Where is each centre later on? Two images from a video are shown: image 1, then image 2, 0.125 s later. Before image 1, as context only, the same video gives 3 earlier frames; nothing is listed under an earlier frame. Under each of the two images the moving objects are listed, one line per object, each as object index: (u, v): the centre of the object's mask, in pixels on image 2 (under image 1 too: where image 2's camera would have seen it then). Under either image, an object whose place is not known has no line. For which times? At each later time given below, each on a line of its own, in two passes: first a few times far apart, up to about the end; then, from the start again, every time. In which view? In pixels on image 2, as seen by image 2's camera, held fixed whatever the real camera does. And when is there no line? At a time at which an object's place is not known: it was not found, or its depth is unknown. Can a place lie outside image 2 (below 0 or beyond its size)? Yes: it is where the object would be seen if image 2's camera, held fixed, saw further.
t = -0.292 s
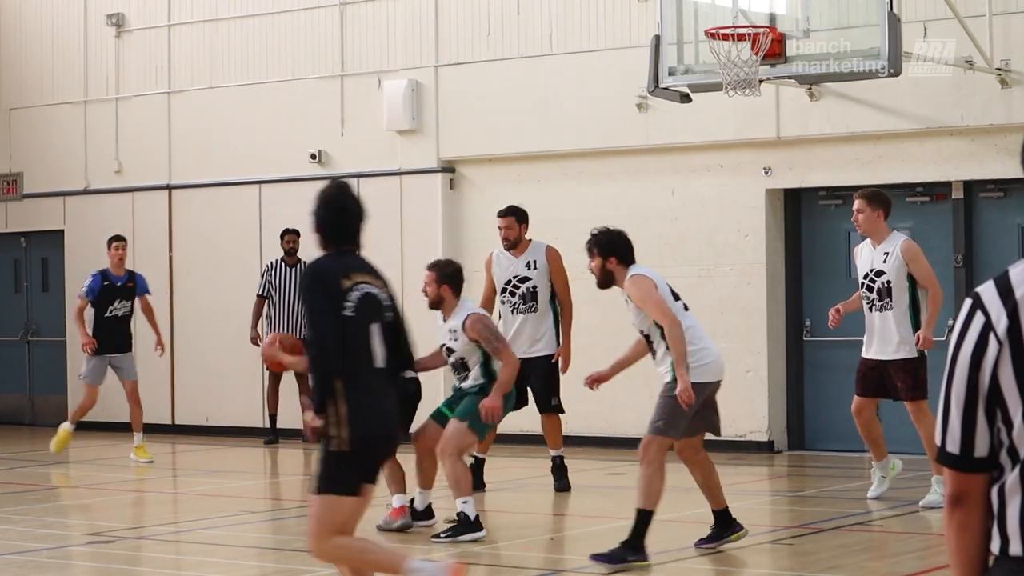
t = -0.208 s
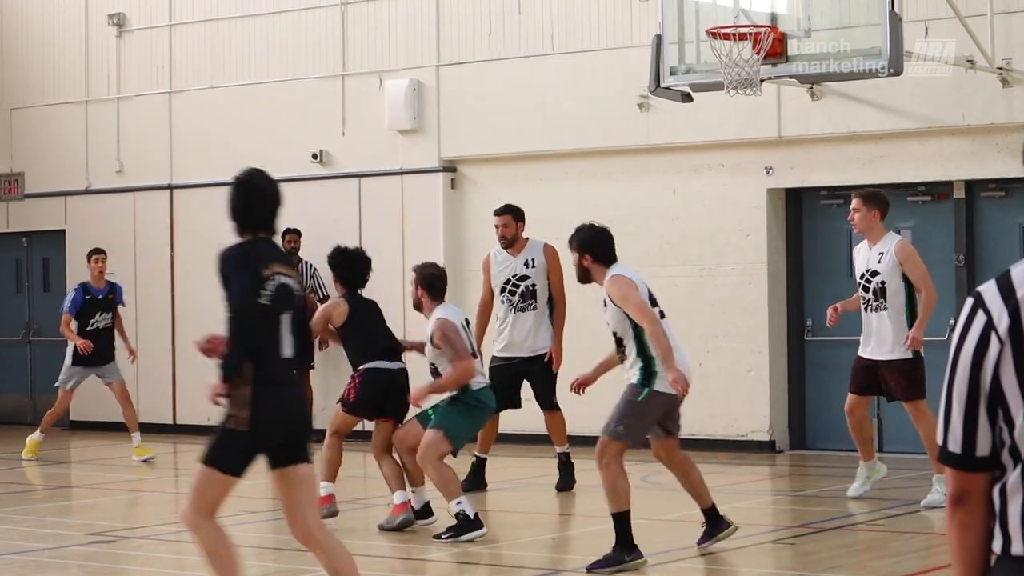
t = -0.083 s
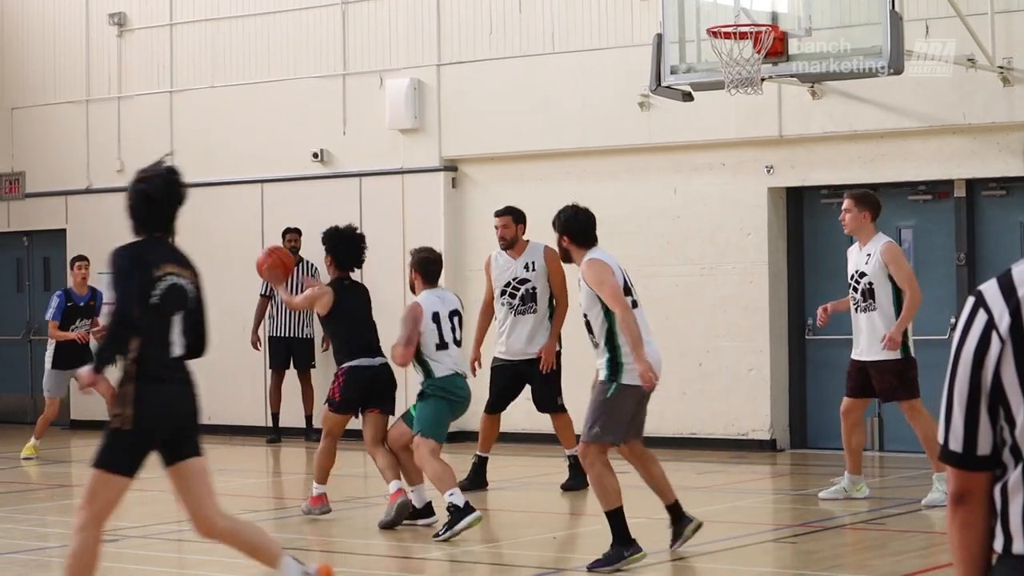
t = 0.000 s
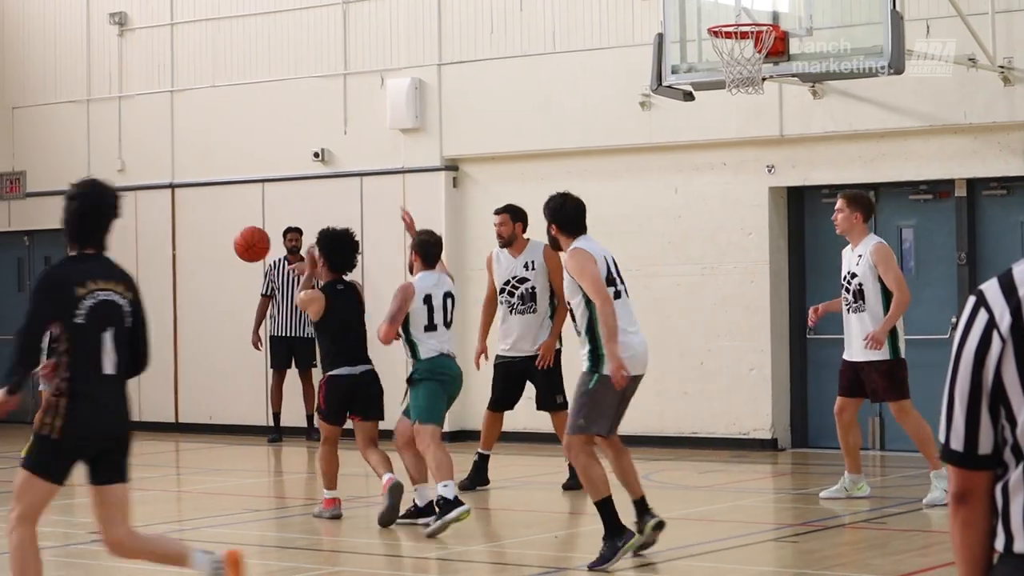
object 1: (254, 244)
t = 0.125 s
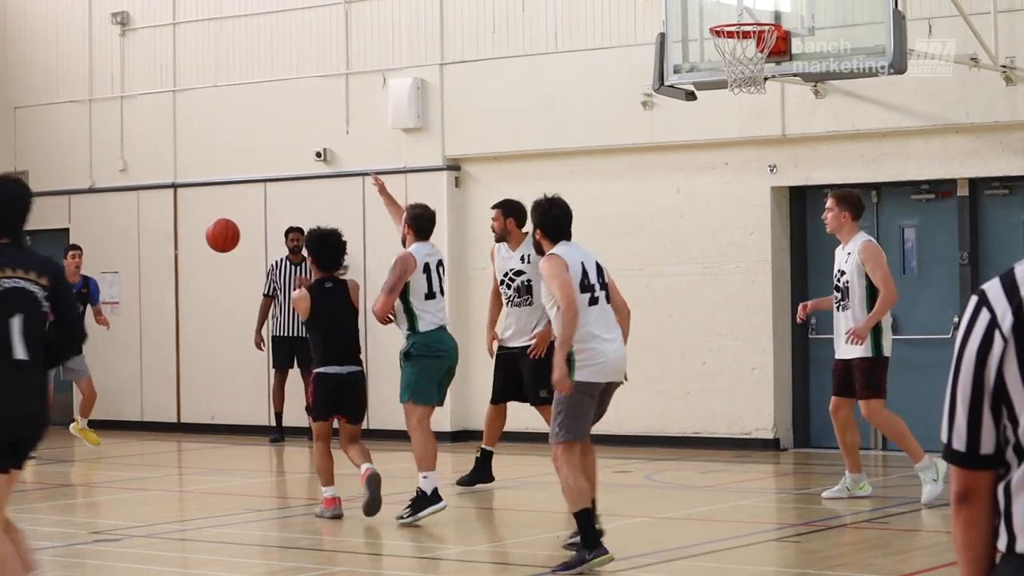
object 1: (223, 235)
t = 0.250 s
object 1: (192, 251)
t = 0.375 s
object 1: (169, 283)
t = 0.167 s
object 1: (213, 237)
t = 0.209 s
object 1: (204, 241)
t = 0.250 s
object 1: (192, 251)
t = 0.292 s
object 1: (184, 260)
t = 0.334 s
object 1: (176, 271)
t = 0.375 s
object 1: (169, 283)
